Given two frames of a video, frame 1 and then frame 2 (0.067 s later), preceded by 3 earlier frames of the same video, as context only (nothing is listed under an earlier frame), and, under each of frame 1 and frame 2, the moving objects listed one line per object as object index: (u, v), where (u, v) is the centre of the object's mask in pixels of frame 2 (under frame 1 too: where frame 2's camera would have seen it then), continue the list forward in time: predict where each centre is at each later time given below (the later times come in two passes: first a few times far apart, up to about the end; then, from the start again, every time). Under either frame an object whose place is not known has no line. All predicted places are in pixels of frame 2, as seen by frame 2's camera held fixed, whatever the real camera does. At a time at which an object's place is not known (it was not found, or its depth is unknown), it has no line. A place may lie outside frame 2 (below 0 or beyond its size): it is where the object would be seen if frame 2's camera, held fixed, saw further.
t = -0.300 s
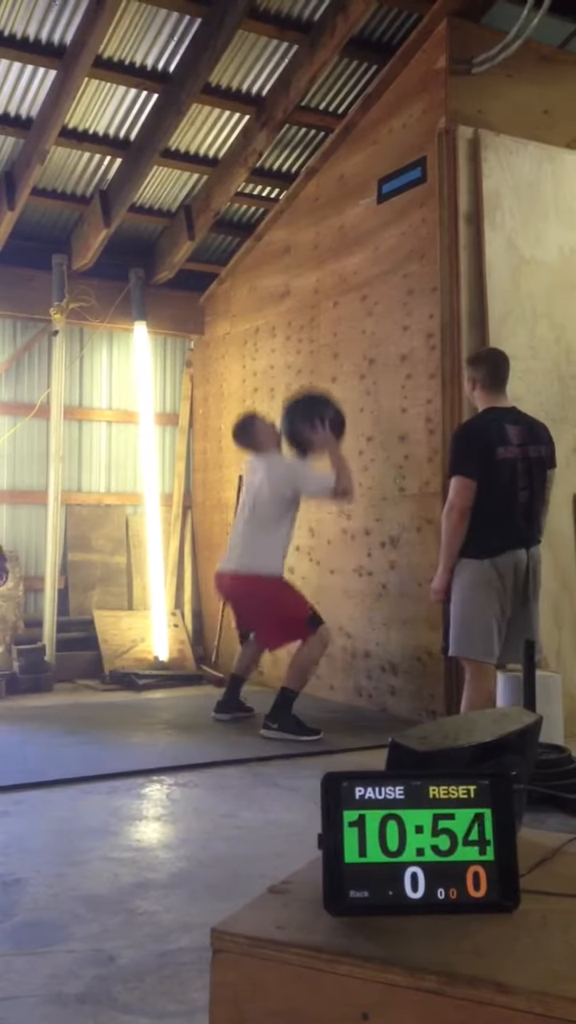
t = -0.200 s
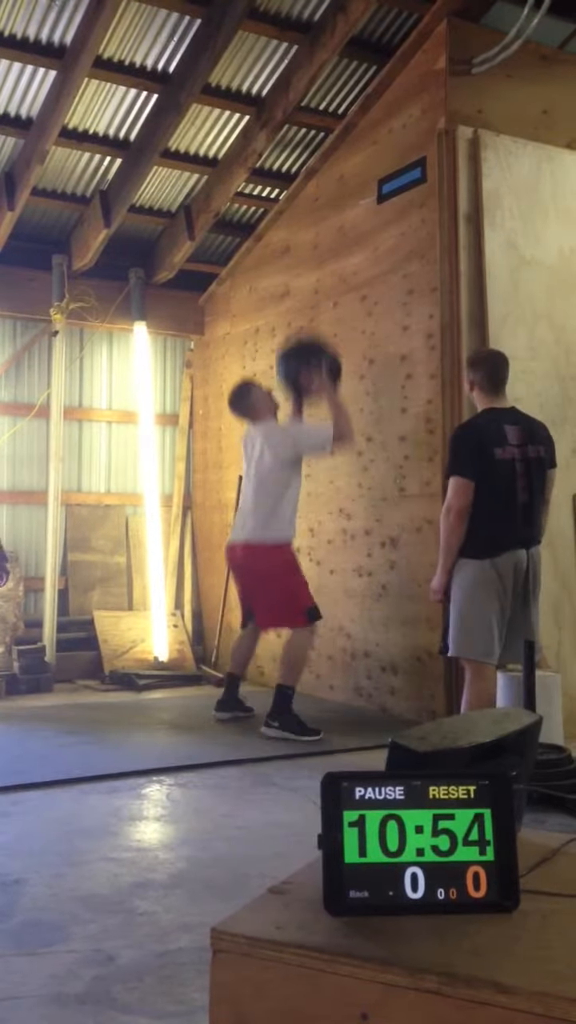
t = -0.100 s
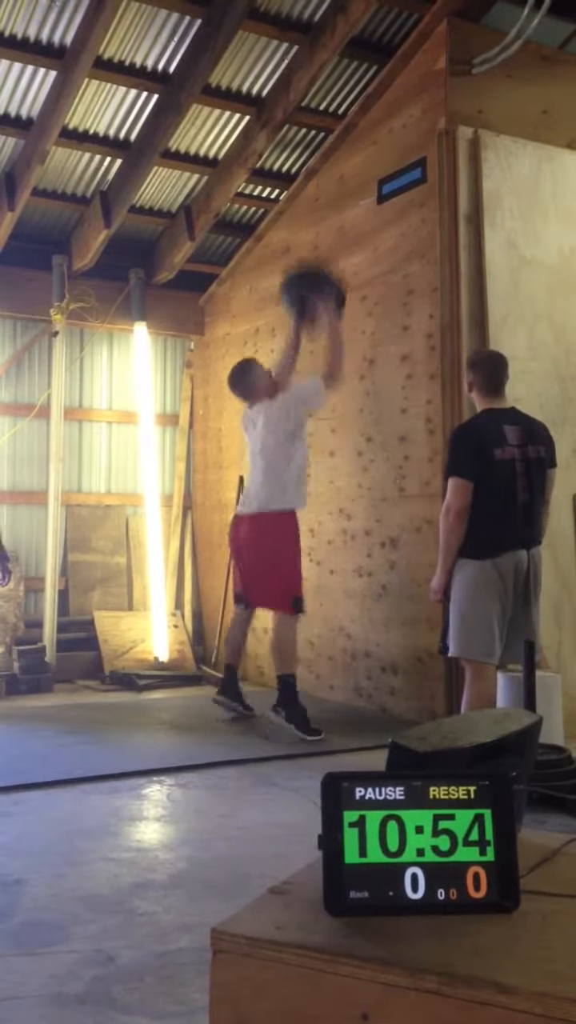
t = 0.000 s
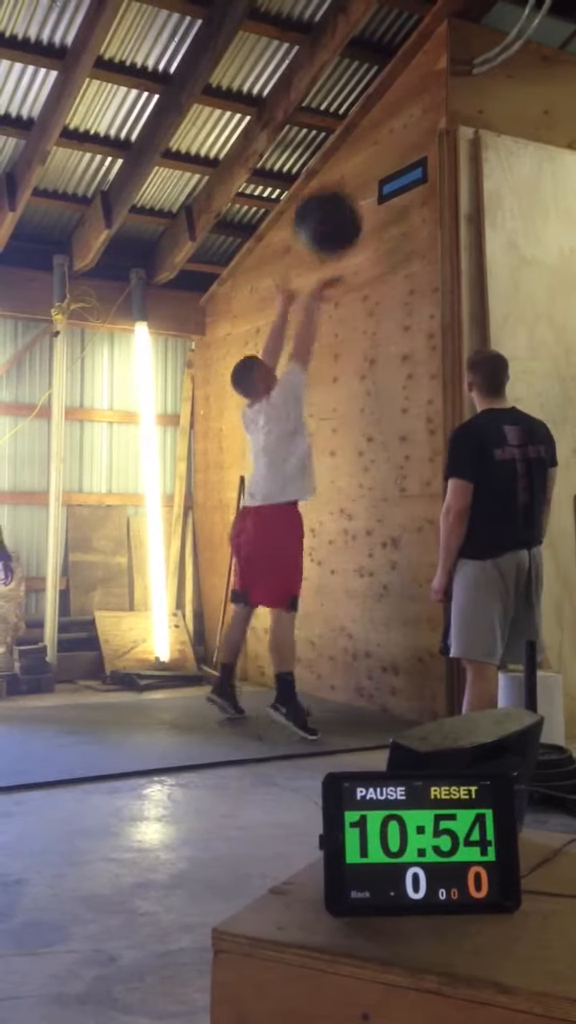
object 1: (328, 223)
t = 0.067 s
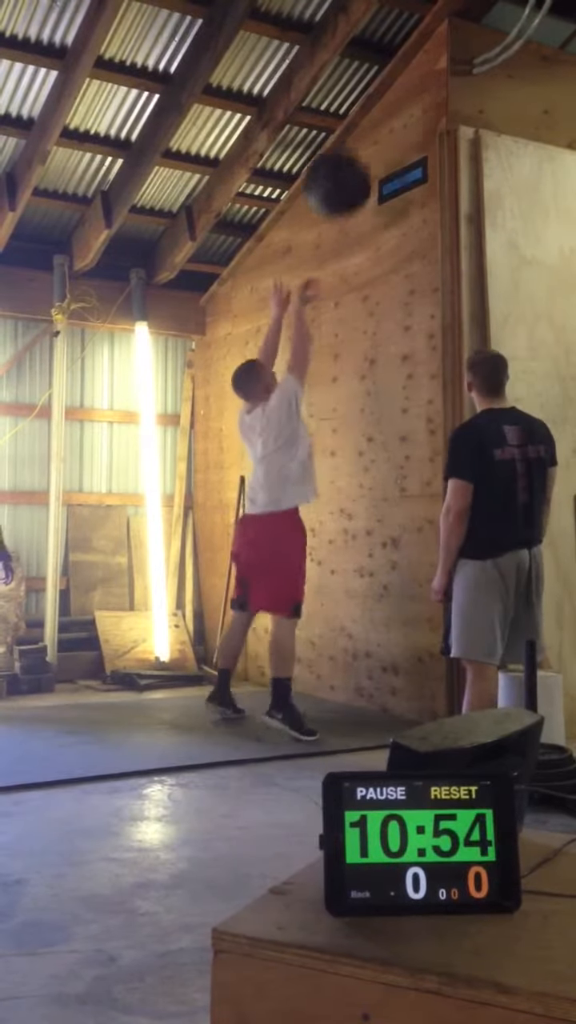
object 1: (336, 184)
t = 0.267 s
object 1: (370, 119)
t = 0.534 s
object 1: (367, 127)
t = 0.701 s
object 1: (345, 196)
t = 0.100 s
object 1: (342, 168)
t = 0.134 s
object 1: (347, 153)
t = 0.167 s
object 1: (352, 142)
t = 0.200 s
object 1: (364, 131)
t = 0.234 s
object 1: (368, 124)
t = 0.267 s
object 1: (370, 119)
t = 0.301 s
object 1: (374, 115)
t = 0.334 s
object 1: (376, 113)
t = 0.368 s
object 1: (376, 111)
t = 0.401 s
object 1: (375, 110)
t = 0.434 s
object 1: (373, 111)
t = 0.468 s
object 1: (372, 114)
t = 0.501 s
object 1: (369, 119)
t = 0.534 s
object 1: (367, 127)
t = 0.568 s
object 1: (365, 136)
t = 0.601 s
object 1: (355, 149)
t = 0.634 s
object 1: (352, 162)
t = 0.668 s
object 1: (348, 178)
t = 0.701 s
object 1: (345, 196)
